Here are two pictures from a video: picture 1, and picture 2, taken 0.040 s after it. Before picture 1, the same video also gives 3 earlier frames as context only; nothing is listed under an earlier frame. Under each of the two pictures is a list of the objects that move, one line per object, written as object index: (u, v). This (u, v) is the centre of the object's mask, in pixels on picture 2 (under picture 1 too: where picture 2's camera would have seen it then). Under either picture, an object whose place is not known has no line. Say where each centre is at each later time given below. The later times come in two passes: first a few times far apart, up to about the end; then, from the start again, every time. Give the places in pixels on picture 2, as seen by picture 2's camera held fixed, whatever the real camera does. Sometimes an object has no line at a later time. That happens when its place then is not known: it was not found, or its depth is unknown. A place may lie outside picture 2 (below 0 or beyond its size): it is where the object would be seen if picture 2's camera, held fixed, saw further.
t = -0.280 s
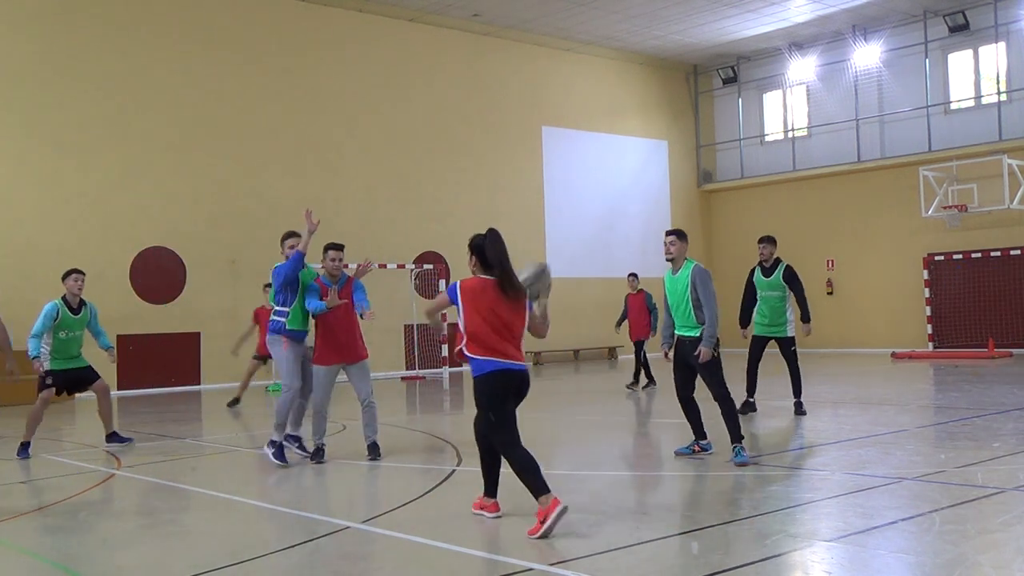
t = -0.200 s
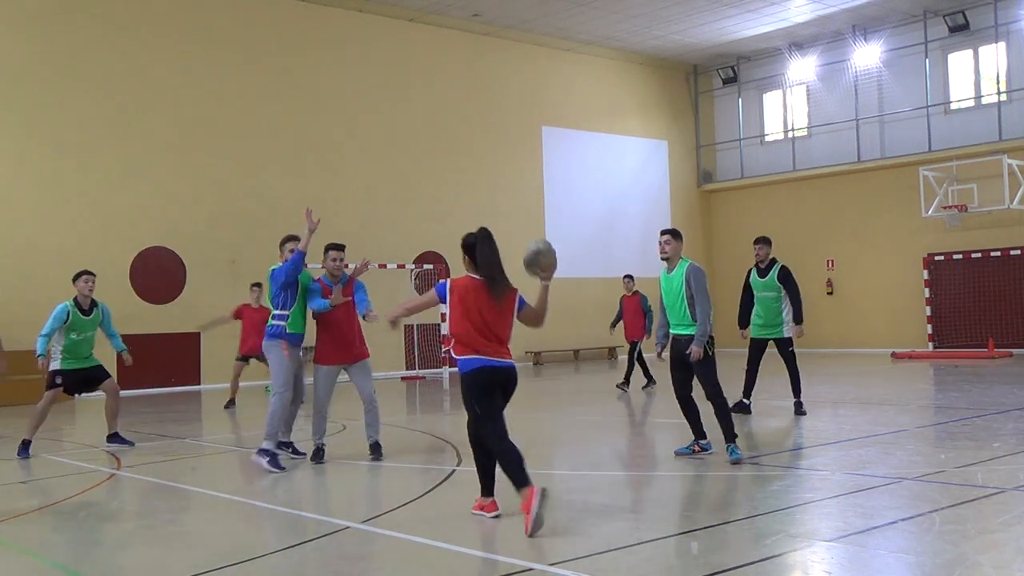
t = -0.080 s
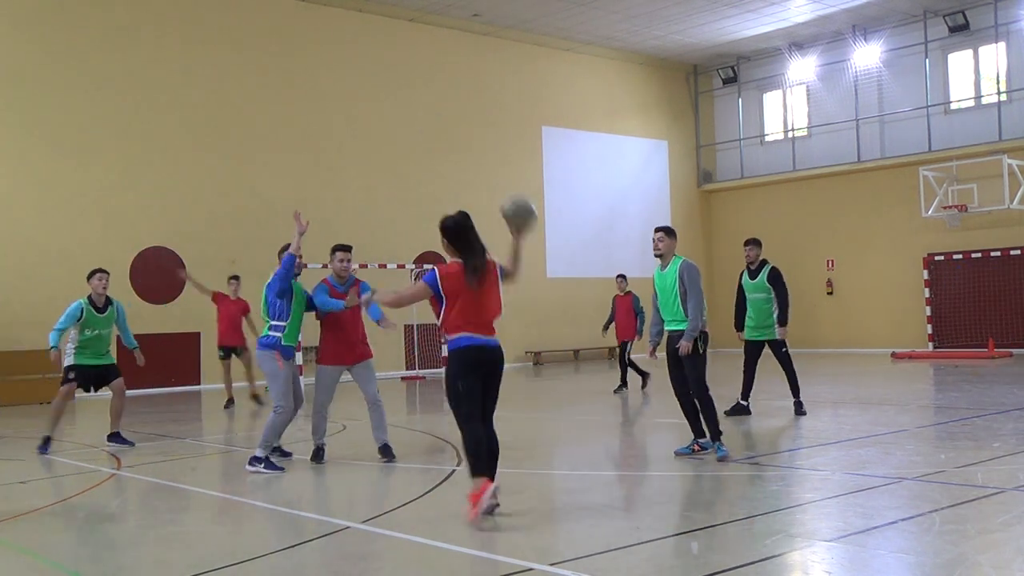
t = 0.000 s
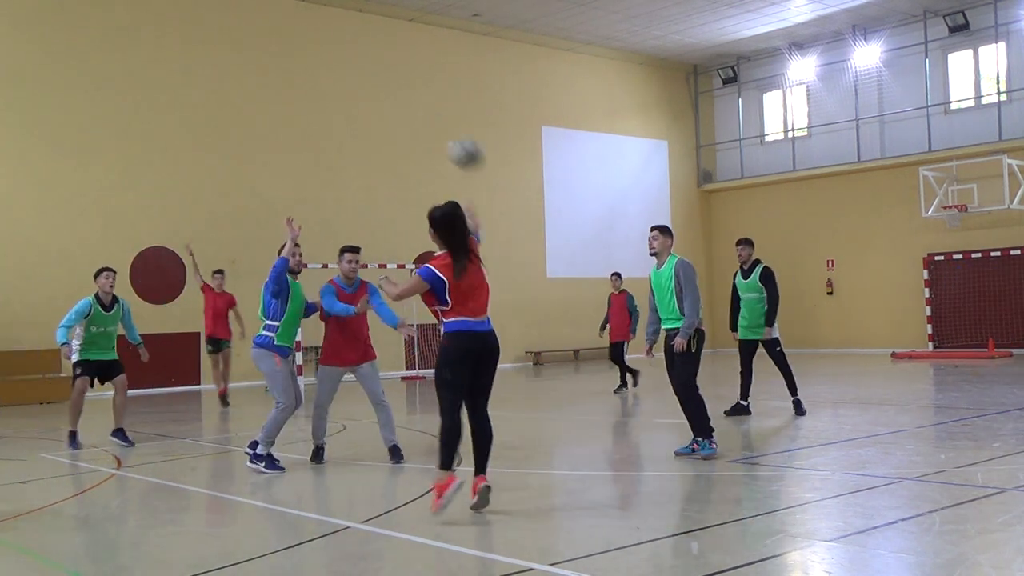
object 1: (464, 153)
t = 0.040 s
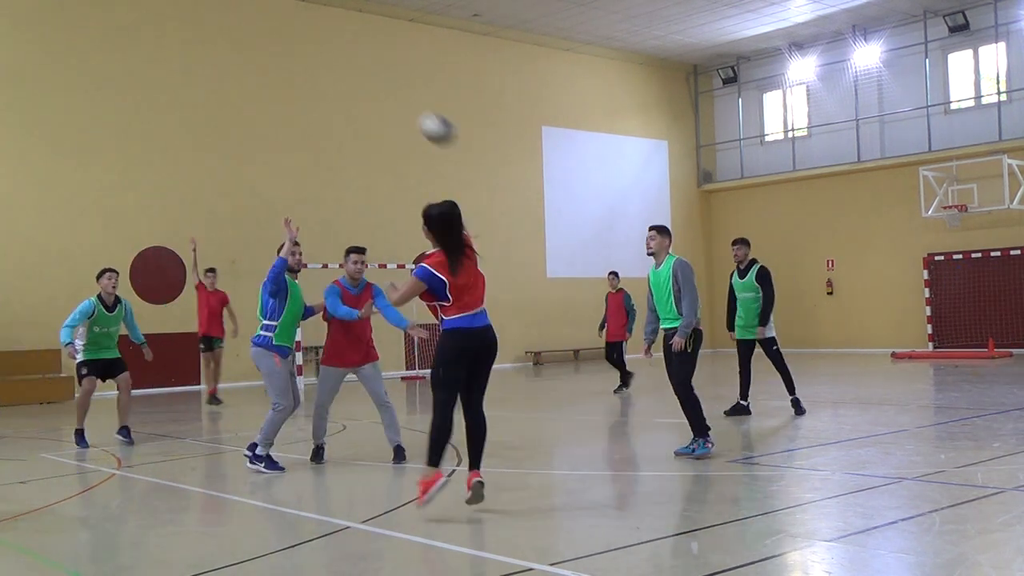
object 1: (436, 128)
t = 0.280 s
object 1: (305, 56)
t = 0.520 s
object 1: (215, 67)
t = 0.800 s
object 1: (140, 139)
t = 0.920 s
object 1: (114, 183)
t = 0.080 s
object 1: (411, 109)
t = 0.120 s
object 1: (387, 93)
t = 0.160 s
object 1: (363, 80)
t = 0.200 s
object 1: (341, 68)
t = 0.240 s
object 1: (322, 61)
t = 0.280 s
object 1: (305, 56)
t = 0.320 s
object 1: (287, 53)
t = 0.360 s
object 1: (271, 52)
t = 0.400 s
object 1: (257, 54)
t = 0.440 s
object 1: (242, 57)
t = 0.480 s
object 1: (228, 61)
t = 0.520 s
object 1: (215, 67)
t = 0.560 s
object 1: (204, 74)
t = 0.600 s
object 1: (192, 82)
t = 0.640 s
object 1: (180, 92)
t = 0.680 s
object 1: (169, 102)
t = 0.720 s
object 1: (159, 113)
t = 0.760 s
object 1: (149, 125)
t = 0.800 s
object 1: (140, 139)
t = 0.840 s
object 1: (131, 153)
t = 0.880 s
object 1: (122, 168)
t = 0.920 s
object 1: (114, 183)
